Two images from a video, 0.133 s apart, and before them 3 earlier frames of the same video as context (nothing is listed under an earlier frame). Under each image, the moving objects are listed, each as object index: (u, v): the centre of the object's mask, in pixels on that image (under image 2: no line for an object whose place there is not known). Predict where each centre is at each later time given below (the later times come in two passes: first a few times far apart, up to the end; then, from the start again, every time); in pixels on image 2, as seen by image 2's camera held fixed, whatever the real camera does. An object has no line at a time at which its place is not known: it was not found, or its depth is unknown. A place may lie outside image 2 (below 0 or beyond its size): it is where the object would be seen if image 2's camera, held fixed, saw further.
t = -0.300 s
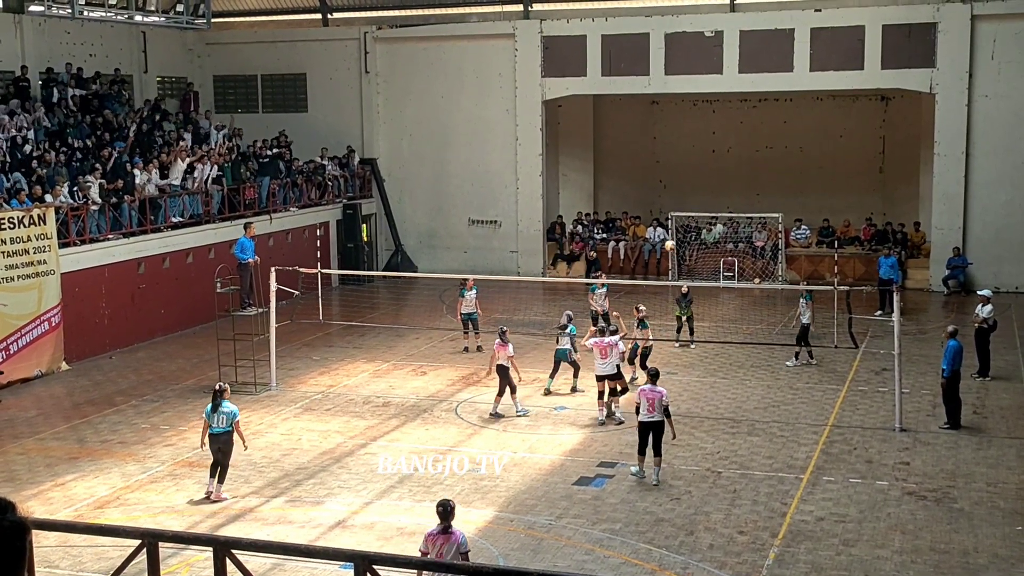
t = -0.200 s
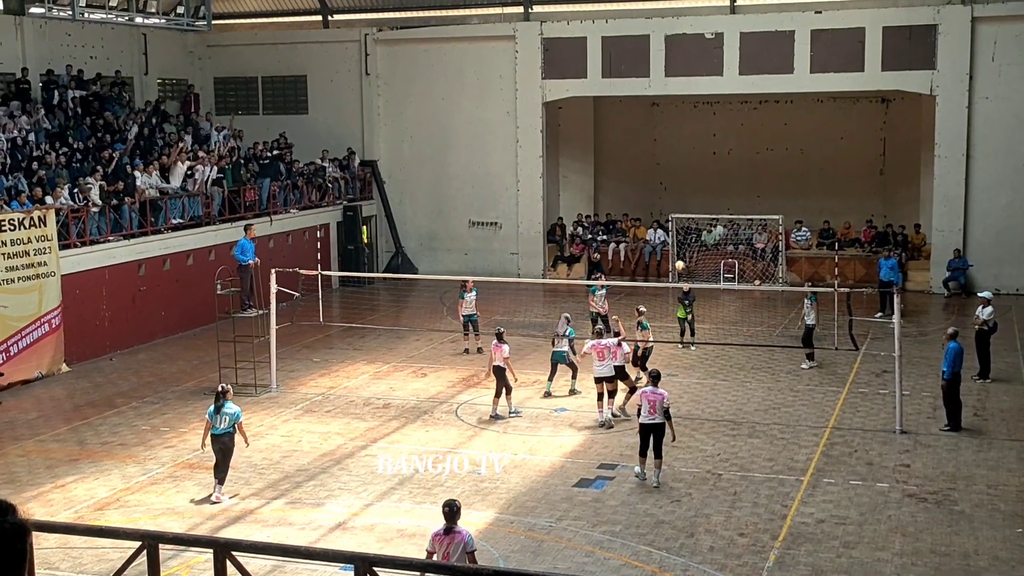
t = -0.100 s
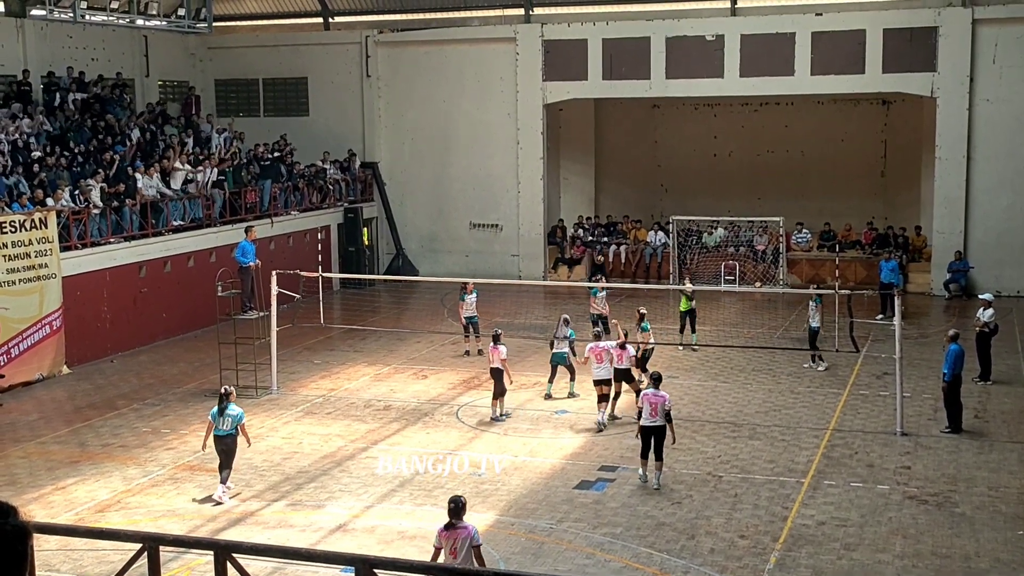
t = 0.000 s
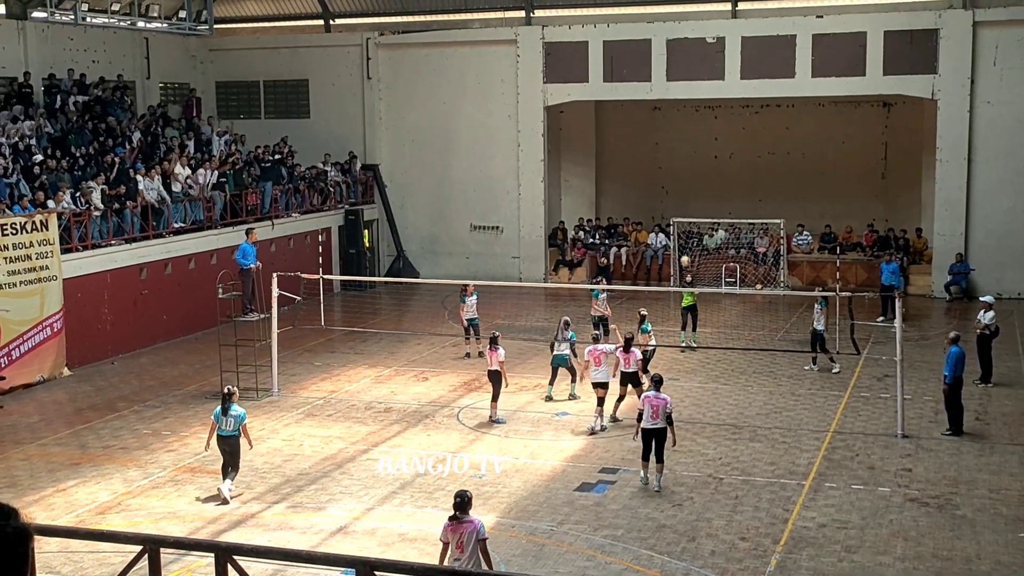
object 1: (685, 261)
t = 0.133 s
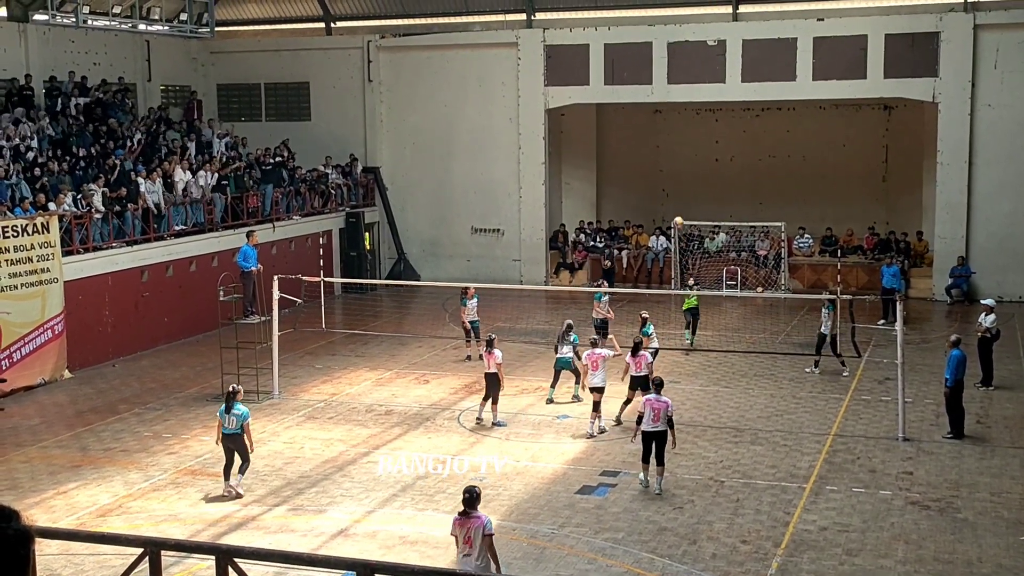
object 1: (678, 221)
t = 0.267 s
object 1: (671, 188)
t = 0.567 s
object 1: (655, 142)
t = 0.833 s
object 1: (641, 137)
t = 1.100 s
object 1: (627, 165)
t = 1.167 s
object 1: (623, 177)
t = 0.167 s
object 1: (677, 213)
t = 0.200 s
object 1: (675, 204)
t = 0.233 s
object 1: (673, 195)
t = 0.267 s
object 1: (671, 188)
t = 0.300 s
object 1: (669, 181)
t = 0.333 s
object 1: (667, 174)
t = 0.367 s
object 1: (665, 168)
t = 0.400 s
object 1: (664, 162)
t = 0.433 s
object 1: (662, 157)
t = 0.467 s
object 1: (660, 153)
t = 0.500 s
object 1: (659, 149)
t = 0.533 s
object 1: (657, 145)
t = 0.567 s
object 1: (655, 142)
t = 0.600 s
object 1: (653, 140)
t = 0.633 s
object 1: (651, 138)
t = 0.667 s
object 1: (650, 137)
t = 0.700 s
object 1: (648, 135)
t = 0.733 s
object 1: (646, 135)
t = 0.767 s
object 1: (644, 135)
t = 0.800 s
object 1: (643, 136)
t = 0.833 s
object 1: (641, 137)
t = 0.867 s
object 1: (639, 139)
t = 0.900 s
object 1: (637, 141)
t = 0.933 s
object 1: (635, 144)
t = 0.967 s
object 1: (634, 147)
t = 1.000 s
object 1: (632, 151)
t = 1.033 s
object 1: (630, 155)
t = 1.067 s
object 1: (628, 159)
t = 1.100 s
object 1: (627, 165)
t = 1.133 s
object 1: (625, 171)
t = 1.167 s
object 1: (623, 177)
